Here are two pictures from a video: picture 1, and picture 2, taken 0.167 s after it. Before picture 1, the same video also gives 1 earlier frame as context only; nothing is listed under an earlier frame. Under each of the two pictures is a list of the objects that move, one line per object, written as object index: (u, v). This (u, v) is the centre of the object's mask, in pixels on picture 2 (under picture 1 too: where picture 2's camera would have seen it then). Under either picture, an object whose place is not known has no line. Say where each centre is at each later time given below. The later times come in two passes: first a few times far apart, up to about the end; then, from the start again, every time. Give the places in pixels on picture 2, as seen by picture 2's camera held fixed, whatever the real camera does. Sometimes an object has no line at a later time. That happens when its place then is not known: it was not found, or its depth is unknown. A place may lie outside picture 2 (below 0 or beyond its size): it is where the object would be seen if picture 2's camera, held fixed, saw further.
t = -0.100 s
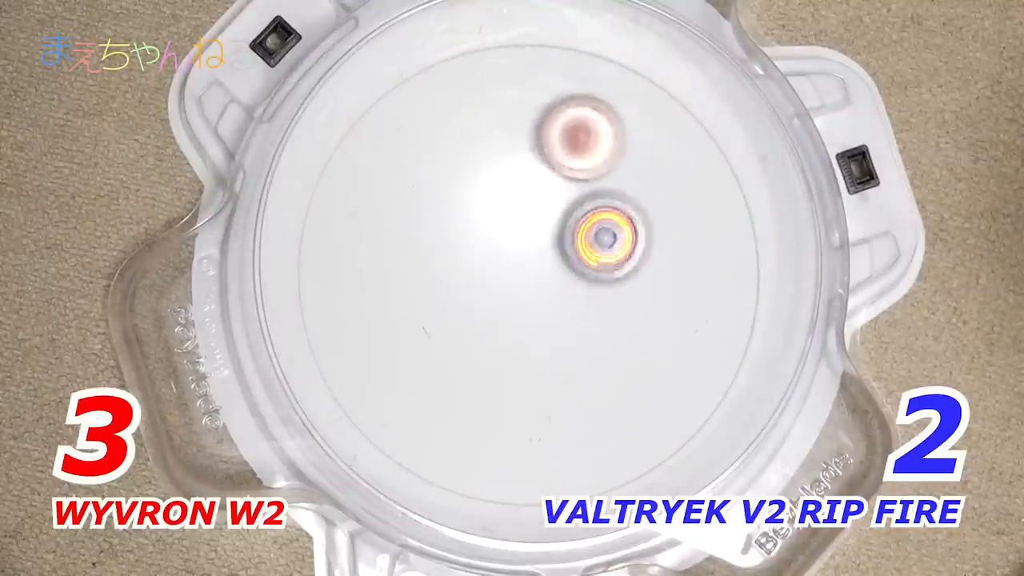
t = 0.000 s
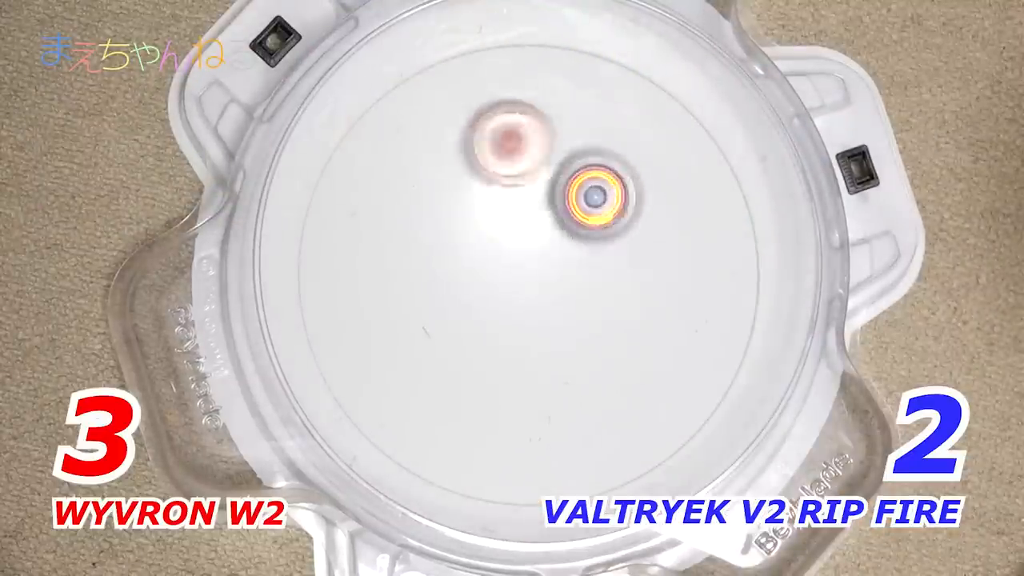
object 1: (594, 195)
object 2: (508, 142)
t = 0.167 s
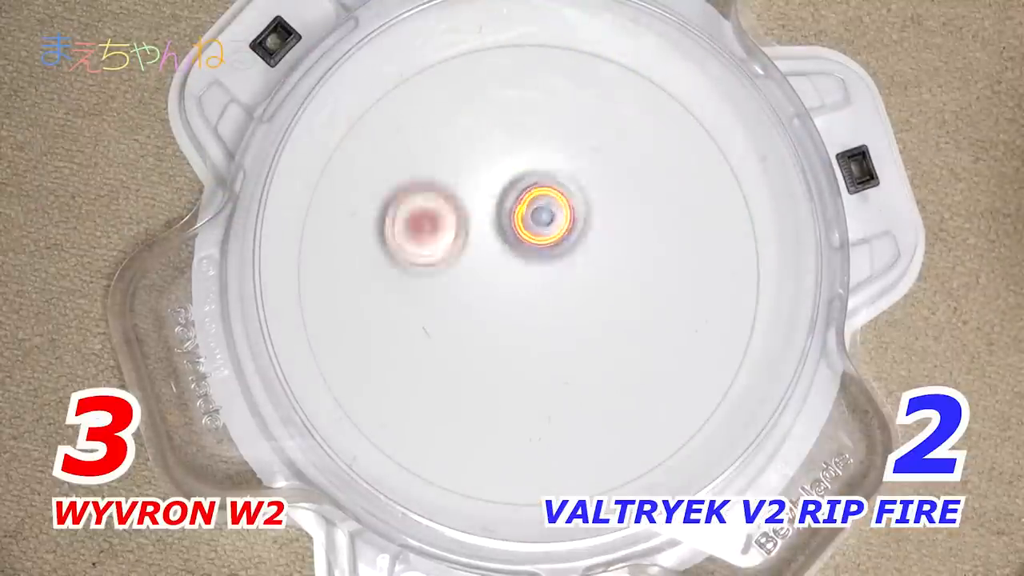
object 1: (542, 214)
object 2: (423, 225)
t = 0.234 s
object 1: (527, 250)
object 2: (424, 277)
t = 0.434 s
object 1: (629, 313)
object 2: (489, 398)
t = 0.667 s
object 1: (680, 180)
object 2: (622, 373)
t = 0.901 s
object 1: (475, 171)
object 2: (633, 249)
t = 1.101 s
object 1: (435, 355)
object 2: (543, 191)
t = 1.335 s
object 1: (610, 454)
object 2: (433, 246)
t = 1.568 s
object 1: (722, 290)
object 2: (446, 348)
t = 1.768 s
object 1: (585, 155)
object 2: (519, 368)
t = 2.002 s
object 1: (382, 239)
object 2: (583, 302)
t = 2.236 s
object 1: (403, 436)
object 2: (560, 213)
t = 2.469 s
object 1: (603, 438)
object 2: (480, 193)
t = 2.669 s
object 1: (650, 254)
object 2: (444, 245)
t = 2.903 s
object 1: (490, 121)
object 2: (490, 308)
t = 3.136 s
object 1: (331, 217)
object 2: (567, 299)
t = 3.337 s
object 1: (385, 380)
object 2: (595, 248)
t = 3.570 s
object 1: (599, 363)
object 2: (558, 201)
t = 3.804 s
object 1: (652, 177)
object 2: (500, 231)
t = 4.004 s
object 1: (538, 75)
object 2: (496, 291)
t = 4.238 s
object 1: (385, 180)
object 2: (545, 329)
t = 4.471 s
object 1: (474, 364)
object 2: (589, 304)
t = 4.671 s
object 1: (636, 366)
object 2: (577, 259)
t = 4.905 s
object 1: (710, 215)
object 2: (516, 243)
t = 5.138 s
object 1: (567, 117)
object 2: (474, 280)
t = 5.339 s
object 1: (431, 220)
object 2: (488, 321)
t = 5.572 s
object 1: (431, 389)
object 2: (561, 323)
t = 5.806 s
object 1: (582, 438)
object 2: (596, 270)
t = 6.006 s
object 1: (652, 305)
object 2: (577, 220)
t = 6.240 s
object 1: (600, 198)
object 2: (458, 175)
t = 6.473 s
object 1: (497, 224)
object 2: (367, 226)
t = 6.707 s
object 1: (534, 354)
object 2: (373, 299)
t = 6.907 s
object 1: (644, 321)
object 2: (440, 334)
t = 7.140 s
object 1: (588, 193)
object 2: (544, 312)
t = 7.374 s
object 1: (436, 243)
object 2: (609, 247)
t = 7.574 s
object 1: (440, 373)
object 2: (619, 197)
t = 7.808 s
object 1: (583, 393)
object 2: (587, 169)
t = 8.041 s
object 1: (623, 246)
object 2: (536, 210)
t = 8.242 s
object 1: (552, 166)
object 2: (486, 251)
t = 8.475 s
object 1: (425, 225)
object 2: (477, 305)
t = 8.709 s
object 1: (424, 337)
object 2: (521, 360)
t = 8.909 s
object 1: (476, 352)
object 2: (580, 358)
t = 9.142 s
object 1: (490, 249)
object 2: (613, 322)
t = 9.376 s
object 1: (411, 204)
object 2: (594, 275)
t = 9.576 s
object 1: (420, 272)
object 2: (554, 251)
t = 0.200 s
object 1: (532, 231)
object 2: (421, 251)
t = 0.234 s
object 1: (527, 250)
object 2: (424, 277)
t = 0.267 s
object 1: (526, 271)
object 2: (433, 302)
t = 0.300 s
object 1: (537, 287)
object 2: (439, 329)
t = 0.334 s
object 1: (558, 301)
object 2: (443, 352)
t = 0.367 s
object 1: (583, 311)
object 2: (454, 371)
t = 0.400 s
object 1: (606, 314)
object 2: (470, 386)
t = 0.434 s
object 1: (629, 313)
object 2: (489, 398)
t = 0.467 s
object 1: (650, 306)
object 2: (509, 405)
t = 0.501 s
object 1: (668, 294)
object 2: (531, 409)
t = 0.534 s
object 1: (682, 276)
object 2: (552, 408)
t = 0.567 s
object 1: (692, 256)
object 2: (572, 405)
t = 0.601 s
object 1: (695, 232)
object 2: (590, 397)
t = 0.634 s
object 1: (693, 205)
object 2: (607, 386)
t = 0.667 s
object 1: (680, 180)
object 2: (622, 373)
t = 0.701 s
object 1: (661, 157)
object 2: (634, 358)
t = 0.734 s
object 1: (635, 141)
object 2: (642, 341)
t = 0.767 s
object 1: (606, 130)
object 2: (647, 322)
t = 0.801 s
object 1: (572, 129)
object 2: (648, 303)
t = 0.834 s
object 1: (539, 134)
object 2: (647, 284)
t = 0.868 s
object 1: (506, 148)
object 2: (641, 266)
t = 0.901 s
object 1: (475, 171)
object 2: (633, 249)
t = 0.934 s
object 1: (452, 196)
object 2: (622, 234)
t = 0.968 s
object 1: (435, 229)
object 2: (610, 220)
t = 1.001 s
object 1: (426, 259)
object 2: (594, 209)
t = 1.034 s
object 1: (422, 293)
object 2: (578, 200)
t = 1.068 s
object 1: (425, 325)
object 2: (561, 194)
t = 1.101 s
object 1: (435, 355)
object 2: (543, 191)
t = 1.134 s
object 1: (448, 383)
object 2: (522, 192)
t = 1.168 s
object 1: (469, 409)
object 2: (503, 194)
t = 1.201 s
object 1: (493, 430)
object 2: (486, 201)
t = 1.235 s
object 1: (521, 445)
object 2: (469, 209)
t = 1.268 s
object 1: (548, 453)
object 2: (455, 219)
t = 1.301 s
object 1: (579, 455)
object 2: (443, 232)
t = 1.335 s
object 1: (610, 454)
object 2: (433, 246)
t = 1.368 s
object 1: (639, 447)
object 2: (427, 262)
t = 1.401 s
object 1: (662, 433)
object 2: (423, 279)
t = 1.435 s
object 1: (688, 409)
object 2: (423, 294)
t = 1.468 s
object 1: (706, 383)
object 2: (425, 310)
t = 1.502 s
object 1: (718, 354)
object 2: (430, 324)
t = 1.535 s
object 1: (723, 322)
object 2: (437, 337)
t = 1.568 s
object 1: (722, 290)
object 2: (446, 348)
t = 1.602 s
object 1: (712, 258)
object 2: (456, 357)
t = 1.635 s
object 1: (697, 230)
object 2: (467, 364)
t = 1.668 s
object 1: (674, 203)
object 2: (479, 369)
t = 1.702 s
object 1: (648, 181)
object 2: (492, 371)
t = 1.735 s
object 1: (617, 165)
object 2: (505, 370)
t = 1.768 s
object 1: (585, 155)
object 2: (519, 368)
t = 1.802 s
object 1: (550, 149)
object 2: (532, 364)
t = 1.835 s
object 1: (514, 151)
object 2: (544, 357)
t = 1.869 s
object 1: (480, 160)
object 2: (555, 349)
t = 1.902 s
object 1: (448, 174)
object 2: (565, 339)
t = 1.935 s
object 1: (420, 192)
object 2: (573, 328)
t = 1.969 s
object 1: (399, 215)
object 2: (579, 315)
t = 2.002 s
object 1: (382, 239)
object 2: (583, 302)
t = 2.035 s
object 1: (367, 267)
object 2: (586, 289)
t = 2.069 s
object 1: (359, 297)
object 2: (586, 275)
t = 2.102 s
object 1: (356, 327)
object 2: (584, 261)
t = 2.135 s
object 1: (360, 357)
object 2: (581, 248)
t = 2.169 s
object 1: (370, 385)
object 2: (576, 234)
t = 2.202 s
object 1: (385, 412)
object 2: (568, 223)
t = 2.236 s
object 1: (403, 436)
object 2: (560, 213)
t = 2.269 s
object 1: (424, 455)
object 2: (550, 204)
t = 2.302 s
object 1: (452, 469)
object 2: (539, 197)
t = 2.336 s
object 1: (482, 476)
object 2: (526, 192)
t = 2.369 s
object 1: (512, 475)
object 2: (514, 189)
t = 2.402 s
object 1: (542, 465)
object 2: (502, 189)
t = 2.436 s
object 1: (576, 455)
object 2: (491, 190)
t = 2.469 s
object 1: (603, 438)
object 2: (480, 193)
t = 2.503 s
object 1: (625, 412)
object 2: (470, 198)
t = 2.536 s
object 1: (643, 382)
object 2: (461, 205)
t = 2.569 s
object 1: (653, 350)
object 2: (454, 213)
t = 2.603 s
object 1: (658, 318)
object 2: (449, 223)
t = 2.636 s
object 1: (657, 285)
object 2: (445, 233)
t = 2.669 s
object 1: (650, 254)
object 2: (444, 245)
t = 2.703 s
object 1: (637, 224)
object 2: (445, 256)
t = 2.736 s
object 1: (617, 196)
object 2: (448, 267)
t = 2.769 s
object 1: (598, 171)
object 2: (453, 277)
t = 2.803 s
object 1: (576, 152)
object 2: (460, 287)
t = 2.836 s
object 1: (546, 136)
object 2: (469, 295)
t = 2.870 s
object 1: (519, 127)
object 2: (479, 302)
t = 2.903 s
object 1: (490, 121)
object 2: (490, 308)
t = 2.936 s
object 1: (460, 121)
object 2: (500, 312)
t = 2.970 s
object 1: (433, 125)
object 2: (512, 314)
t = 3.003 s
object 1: (406, 134)
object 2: (524, 315)
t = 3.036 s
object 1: (383, 149)
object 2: (536, 313)
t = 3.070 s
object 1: (361, 168)
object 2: (548, 310)
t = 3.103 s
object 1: (343, 191)
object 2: (558, 305)
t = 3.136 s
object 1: (331, 217)
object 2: (567, 299)
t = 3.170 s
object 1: (325, 246)
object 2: (576, 292)
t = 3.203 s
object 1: (324, 276)
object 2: (582, 284)
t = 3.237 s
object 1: (330, 304)
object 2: (588, 276)
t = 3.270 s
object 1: (342, 333)
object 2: (592, 266)
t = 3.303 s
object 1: (362, 358)
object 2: (595, 257)
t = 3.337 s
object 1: (385, 380)
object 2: (595, 248)
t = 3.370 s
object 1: (415, 396)
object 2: (594, 238)
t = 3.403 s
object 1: (448, 407)
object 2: (592, 230)
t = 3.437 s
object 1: (481, 410)
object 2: (588, 221)
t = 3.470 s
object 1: (516, 405)
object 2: (581, 214)
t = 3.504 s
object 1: (547, 396)
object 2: (575, 208)
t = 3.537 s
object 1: (574, 381)
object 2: (567, 204)
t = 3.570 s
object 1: (599, 363)
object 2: (558, 201)
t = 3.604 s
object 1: (620, 340)
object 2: (549, 200)
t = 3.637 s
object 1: (638, 314)
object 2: (539, 201)
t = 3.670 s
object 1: (650, 286)
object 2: (528, 204)
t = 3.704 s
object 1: (657, 259)
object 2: (520, 209)
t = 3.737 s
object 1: (660, 232)
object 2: (512, 215)
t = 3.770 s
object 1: (658, 203)
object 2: (505, 222)
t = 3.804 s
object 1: (652, 177)
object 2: (500, 231)
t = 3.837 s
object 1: (641, 151)
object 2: (496, 241)
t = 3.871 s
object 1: (627, 128)
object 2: (493, 251)
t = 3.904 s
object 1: (608, 108)
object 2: (491, 261)
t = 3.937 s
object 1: (586, 93)
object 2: (492, 271)
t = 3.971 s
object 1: (563, 81)
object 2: (493, 281)
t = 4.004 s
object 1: (538, 75)
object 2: (496, 291)
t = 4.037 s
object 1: (509, 73)
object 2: (501, 300)
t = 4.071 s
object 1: (482, 77)
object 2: (506, 308)
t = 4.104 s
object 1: (456, 87)
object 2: (513, 314)
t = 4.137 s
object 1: (431, 103)
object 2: (520, 320)
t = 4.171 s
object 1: (411, 123)
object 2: (528, 325)
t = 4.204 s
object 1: (394, 150)
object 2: (536, 328)
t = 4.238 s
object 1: (385, 180)
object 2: (545, 329)
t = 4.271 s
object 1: (380, 212)
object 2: (553, 330)
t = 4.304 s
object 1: (383, 244)
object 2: (561, 328)
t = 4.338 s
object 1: (392, 276)
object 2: (569, 326)
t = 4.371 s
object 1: (407, 302)
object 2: (576, 322)
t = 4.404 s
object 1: (426, 326)
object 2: (581, 317)
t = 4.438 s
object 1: (448, 345)
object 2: (586, 310)
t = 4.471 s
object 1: (474, 364)
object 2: (589, 304)
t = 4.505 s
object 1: (501, 376)
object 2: (591, 296)
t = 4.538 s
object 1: (529, 383)
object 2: (591, 288)
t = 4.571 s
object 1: (558, 385)
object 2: (590, 281)
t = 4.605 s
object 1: (585, 382)
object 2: (587, 273)
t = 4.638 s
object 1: (611, 375)
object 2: (583, 265)
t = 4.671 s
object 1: (636, 366)
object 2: (577, 259)
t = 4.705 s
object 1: (658, 350)
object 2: (571, 253)
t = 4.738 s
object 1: (677, 333)
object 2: (563, 249)
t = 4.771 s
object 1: (692, 314)
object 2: (554, 245)
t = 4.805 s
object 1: (704, 291)
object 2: (545, 242)
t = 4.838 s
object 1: (711, 267)
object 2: (535, 241)
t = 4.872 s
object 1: (713, 243)
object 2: (526, 241)
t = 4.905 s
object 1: (710, 215)
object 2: (516, 243)
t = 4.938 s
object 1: (702, 190)
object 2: (507, 246)
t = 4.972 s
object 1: (690, 169)
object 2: (500, 250)
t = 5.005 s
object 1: (672, 149)
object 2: (492, 254)
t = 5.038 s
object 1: (650, 134)
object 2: (486, 260)
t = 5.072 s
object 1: (625, 123)
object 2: (481, 266)
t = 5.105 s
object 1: (597, 116)
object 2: (477, 273)
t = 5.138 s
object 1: (567, 117)
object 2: (474, 280)
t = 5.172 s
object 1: (537, 122)
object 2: (473, 287)
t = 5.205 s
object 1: (509, 134)
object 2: (473, 295)
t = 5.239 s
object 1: (484, 150)
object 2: (475, 303)
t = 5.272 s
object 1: (462, 171)
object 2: (478, 310)
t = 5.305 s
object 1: (443, 196)
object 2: (482, 316)
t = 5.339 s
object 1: (431, 220)
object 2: (488, 321)
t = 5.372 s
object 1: (423, 248)
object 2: (494, 325)
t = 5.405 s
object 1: (419, 277)
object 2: (502, 327)
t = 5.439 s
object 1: (418, 302)
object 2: (513, 329)
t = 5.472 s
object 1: (413, 324)
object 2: (528, 332)
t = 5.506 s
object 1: (415, 345)
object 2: (541, 331)
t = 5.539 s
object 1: (421, 368)
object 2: (552, 328)
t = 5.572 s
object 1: (431, 389)
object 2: (561, 323)
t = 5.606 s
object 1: (445, 408)
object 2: (569, 318)
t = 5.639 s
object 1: (464, 424)
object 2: (576, 311)
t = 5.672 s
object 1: (483, 437)
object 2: (582, 304)
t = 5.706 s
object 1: (508, 446)
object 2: (587, 296)
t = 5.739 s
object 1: (532, 448)
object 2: (591, 288)
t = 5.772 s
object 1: (557, 446)
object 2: (594, 279)
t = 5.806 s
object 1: (582, 438)
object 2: (596, 270)
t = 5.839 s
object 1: (602, 425)
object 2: (596, 261)
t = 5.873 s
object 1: (621, 407)
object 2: (595, 252)
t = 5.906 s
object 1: (637, 384)
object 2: (593, 243)
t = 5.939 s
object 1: (648, 359)
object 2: (589, 235)
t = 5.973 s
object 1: (653, 332)
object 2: (584, 226)
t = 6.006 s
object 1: (652, 305)
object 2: (577, 220)
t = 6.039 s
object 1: (647, 278)
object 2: (570, 215)
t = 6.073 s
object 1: (640, 258)
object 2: (557, 206)
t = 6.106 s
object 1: (634, 243)
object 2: (541, 194)
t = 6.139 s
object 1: (622, 228)
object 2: (526, 187)
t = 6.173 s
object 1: (605, 212)
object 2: (514, 185)
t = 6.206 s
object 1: (600, 203)
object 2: (488, 180)
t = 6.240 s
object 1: (600, 198)
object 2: (458, 175)
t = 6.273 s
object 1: (593, 193)
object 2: (436, 175)
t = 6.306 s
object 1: (581, 189)
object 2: (420, 179)
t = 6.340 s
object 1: (566, 186)
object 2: (406, 186)
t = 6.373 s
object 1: (548, 188)
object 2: (393, 195)
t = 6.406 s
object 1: (528, 194)
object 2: (382, 204)
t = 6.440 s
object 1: (510, 208)
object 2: (373, 215)
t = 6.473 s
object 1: (497, 224)
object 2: (367, 226)
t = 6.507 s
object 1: (487, 244)
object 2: (362, 237)
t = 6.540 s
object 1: (481, 265)
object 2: (359, 248)
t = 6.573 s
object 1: (485, 287)
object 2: (359, 259)
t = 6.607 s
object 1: (490, 308)
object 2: (360, 270)
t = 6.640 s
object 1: (501, 327)
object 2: (363, 280)
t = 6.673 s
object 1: (516, 342)
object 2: (367, 289)
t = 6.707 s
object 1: (534, 354)
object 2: (373, 299)
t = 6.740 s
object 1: (554, 361)
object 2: (380, 307)
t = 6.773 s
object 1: (576, 363)
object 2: (390, 314)
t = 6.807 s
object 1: (596, 360)
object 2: (400, 321)
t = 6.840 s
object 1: (615, 351)
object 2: (413, 326)
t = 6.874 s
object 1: (632, 338)
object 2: (426, 330)
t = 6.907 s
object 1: (644, 321)
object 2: (440, 334)
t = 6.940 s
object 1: (652, 301)
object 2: (455, 335)
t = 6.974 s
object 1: (653, 279)
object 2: (471, 335)
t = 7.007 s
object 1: (649, 257)
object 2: (486, 332)
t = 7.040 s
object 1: (640, 236)
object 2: (501, 329)
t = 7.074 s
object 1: (626, 218)
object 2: (516, 324)
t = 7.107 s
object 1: (608, 204)
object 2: (530, 319)
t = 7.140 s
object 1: (588, 193)
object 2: (544, 312)
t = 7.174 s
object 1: (564, 186)
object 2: (556, 304)
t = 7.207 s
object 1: (539, 185)
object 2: (568, 296)
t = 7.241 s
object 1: (512, 189)
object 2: (579, 286)
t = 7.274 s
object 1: (489, 196)
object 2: (588, 277)
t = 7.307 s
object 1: (466, 209)
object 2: (596, 267)
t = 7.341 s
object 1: (449, 224)
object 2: (603, 256)
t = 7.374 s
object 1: (436, 243)
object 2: (609, 247)
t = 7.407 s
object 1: (425, 264)
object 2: (613, 237)
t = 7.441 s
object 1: (421, 286)
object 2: (617, 228)
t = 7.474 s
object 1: (419, 309)
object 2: (619, 219)
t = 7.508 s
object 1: (422, 331)
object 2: (620, 212)
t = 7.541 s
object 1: (429, 353)
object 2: (620, 204)
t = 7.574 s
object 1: (440, 373)
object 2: (619, 197)
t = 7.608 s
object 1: (455, 389)
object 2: (617, 191)
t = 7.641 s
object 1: (474, 402)
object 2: (615, 185)
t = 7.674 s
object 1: (495, 410)
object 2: (612, 179)
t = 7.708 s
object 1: (517, 413)
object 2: (607, 174)
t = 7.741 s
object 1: (539, 411)
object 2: (601, 171)
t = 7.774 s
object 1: (563, 404)
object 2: (595, 169)
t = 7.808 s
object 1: (583, 393)
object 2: (587, 169)
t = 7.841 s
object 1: (601, 377)
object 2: (579, 170)
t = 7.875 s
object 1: (614, 358)
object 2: (570, 174)
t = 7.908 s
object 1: (624, 338)
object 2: (563, 179)
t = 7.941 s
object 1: (631, 314)
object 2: (556, 186)
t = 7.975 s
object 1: (632, 291)
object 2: (549, 193)
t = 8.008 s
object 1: (630, 268)
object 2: (543, 201)
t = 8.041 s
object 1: (623, 246)
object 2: (536, 210)
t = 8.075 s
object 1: (620, 231)
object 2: (522, 212)
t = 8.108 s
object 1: (613, 216)
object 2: (511, 217)
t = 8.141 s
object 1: (603, 201)
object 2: (502, 224)
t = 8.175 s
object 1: (589, 186)
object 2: (496, 233)
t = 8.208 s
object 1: (571, 174)
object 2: (490, 242)
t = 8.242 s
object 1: (552, 166)
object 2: (486, 251)
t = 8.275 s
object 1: (530, 162)
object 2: (482, 260)
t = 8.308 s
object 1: (508, 163)
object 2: (480, 268)
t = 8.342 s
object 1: (485, 168)
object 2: (478, 276)
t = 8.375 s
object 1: (466, 177)
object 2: (477, 284)
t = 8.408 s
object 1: (449, 189)
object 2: (476, 292)
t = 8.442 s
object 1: (435, 205)
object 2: (476, 299)
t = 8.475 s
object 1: (425, 225)
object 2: (477, 305)
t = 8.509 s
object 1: (417, 242)
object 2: (481, 316)
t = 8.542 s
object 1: (411, 258)
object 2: (486, 327)
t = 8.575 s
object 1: (410, 276)
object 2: (490, 335)
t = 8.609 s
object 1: (413, 295)
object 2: (494, 341)
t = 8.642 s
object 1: (413, 309)
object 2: (504, 349)
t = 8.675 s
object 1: (416, 322)
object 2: (513, 356)
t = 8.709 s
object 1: (424, 337)
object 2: (521, 360)
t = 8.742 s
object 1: (436, 347)
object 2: (528, 362)
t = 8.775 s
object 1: (439, 352)
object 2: (545, 364)
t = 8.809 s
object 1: (445, 357)
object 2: (557, 365)
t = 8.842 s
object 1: (454, 359)
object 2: (566, 363)
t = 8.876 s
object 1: (465, 357)
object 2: (573, 361)
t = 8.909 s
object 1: (476, 352)
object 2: (580, 358)
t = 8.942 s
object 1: (489, 344)
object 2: (585, 354)
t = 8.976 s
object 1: (496, 330)
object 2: (594, 351)
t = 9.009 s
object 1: (500, 315)
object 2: (601, 346)
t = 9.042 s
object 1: (501, 299)
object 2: (605, 341)
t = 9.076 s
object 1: (500, 281)
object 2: (609, 334)
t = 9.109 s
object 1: (496, 264)
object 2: (611, 329)
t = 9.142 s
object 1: (490, 249)
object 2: (613, 322)
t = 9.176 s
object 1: (481, 234)
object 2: (613, 315)
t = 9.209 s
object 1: (470, 222)
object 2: (613, 309)
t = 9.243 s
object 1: (459, 211)
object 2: (611, 302)
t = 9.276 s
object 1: (447, 204)
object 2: (609, 295)
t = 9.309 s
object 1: (434, 200)
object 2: (605, 287)
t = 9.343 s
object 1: (421, 200)
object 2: (600, 281)
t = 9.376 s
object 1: (411, 204)
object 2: (594, 275)
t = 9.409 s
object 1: (402, 211)
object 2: (588, 270)
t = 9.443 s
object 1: (396, 222)
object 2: (582, 265)
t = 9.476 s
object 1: (396, 234)
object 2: (575, 261)
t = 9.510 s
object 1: (399, 247)
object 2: (568, 257)
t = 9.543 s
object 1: (408, 259)
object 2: (560, 254)
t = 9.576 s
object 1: (420, 272)
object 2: (554, 251)
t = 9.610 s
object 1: (437, 281)
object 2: (547, 250)
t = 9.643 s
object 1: (456, 285)
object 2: (542, 248)
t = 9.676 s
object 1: (461, 292)
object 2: (550, 243)
